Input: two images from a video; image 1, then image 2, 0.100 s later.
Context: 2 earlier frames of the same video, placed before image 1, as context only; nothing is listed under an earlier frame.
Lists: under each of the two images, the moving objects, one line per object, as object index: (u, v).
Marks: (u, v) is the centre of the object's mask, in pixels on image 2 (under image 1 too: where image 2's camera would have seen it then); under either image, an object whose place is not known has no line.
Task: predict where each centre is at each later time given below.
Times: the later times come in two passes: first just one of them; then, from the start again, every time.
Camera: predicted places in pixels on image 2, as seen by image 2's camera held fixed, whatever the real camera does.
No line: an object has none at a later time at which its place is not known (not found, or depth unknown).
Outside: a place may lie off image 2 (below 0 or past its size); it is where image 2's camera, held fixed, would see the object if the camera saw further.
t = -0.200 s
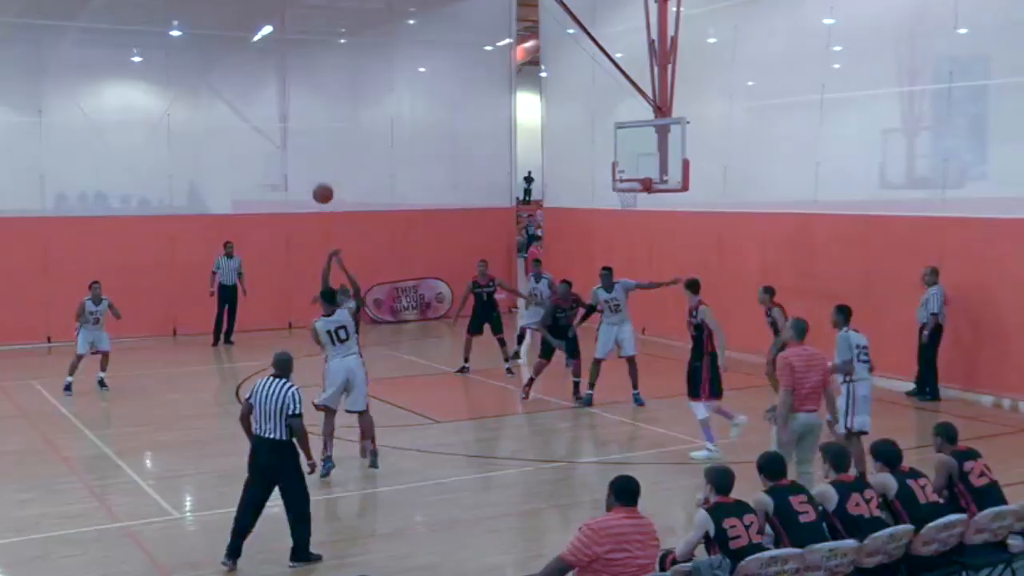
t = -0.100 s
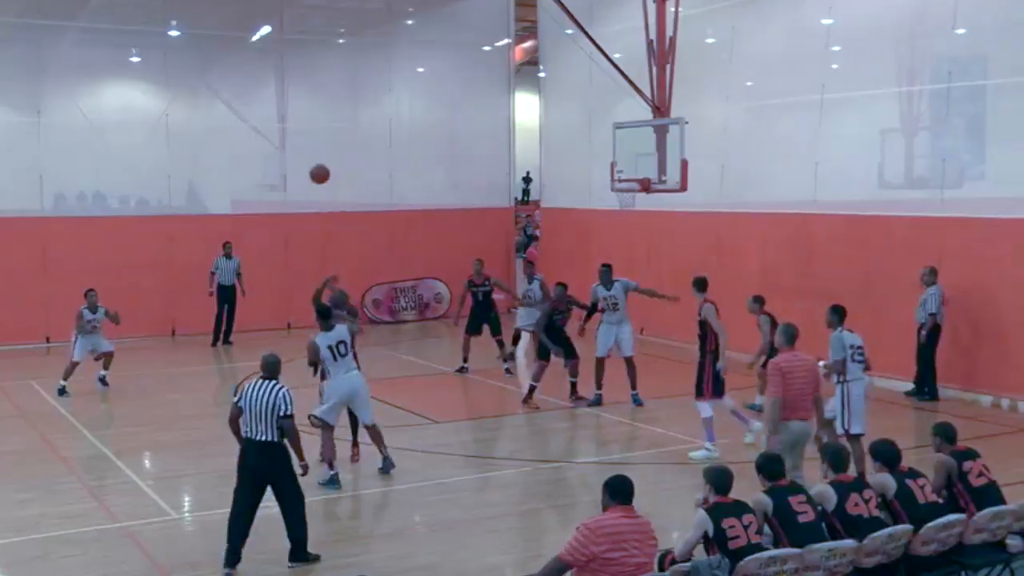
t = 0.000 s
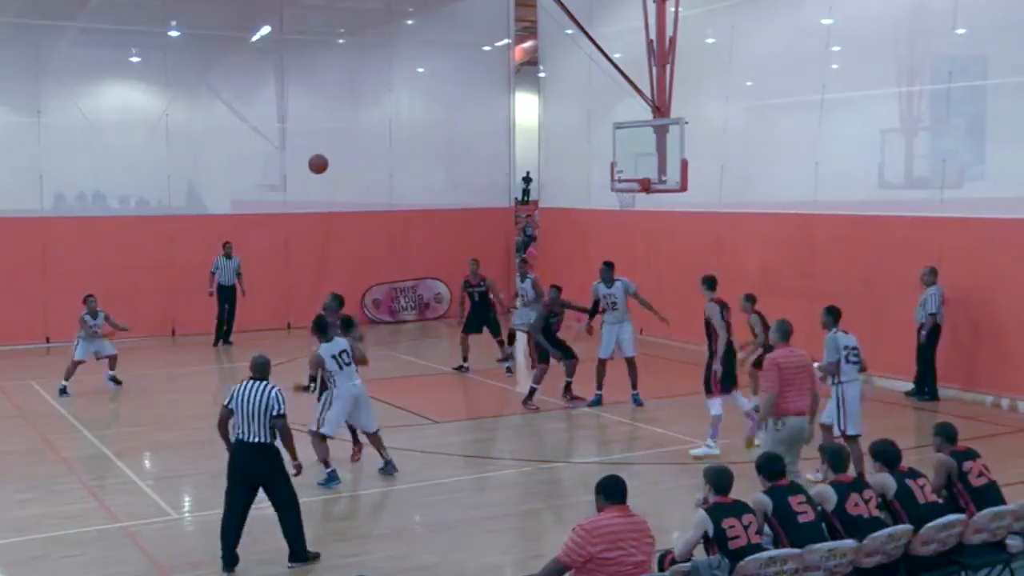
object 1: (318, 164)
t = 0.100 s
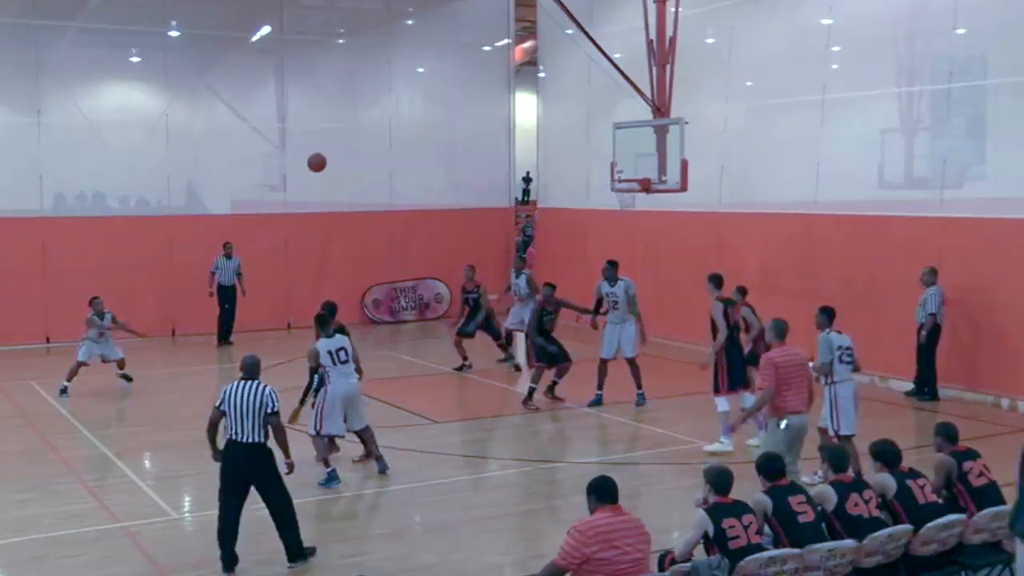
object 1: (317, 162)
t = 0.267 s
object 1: (315, 178)
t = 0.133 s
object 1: (316, 163)
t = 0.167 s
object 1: (316, 166)
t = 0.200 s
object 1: (316, 169)
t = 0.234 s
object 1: (316, 173)
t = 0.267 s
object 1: (315, 178)
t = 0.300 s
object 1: (315, 183)
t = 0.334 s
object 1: (315, 189)
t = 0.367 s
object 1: (314, 196)
